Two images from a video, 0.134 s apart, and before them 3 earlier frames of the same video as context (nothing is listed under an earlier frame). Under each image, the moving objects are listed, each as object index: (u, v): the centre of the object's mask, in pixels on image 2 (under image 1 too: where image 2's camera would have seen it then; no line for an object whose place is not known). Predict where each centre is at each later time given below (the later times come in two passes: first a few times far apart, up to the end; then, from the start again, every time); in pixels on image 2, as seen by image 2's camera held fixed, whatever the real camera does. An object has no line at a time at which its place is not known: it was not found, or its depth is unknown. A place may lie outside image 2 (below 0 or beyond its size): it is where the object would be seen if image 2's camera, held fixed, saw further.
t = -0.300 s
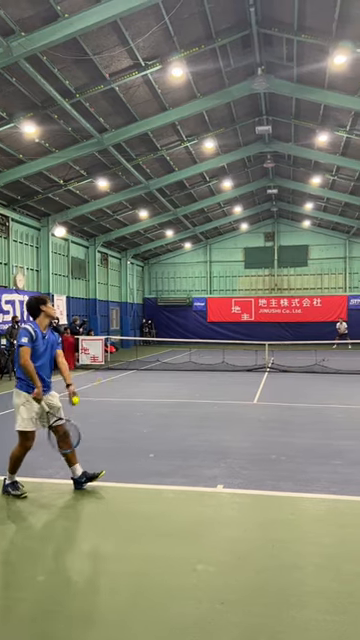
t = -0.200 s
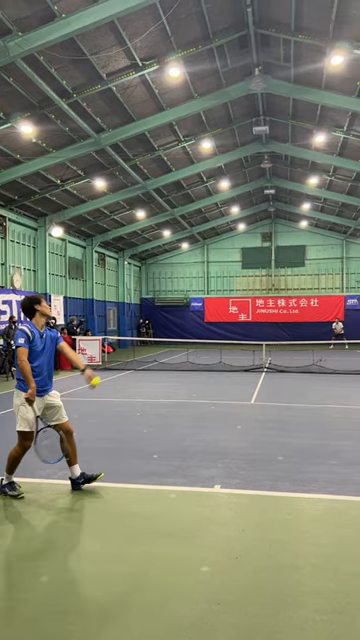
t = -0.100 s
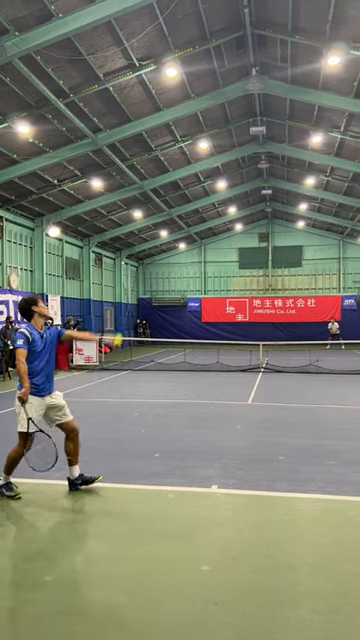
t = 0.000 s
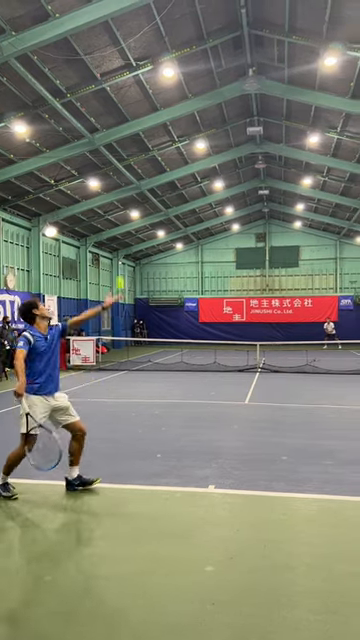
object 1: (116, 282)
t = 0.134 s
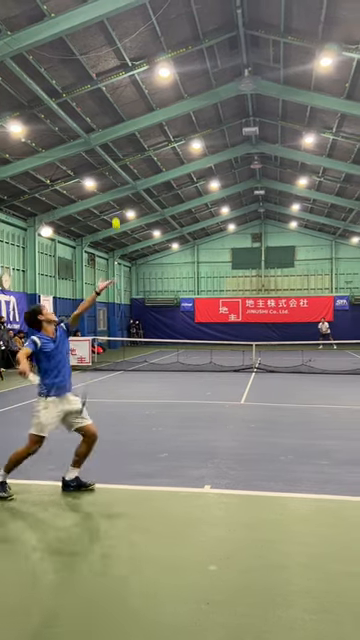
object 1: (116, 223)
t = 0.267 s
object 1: (116, 185)
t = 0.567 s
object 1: (118, 169)
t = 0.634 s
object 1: (118, 178)
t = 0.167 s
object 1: (116, 211)
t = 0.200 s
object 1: (116, 201)
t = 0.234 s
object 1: (116, 192)
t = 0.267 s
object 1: (116, 185)
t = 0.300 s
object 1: (116, 179)
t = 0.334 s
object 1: (116, 173)
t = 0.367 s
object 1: (117, 170)
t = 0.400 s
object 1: (116, 167)
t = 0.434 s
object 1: (117, 165)
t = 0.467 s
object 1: (117, 165)
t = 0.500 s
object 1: (117, 165)
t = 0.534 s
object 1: (118, 167)
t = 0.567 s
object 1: (118, 169)
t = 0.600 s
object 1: (118, 173)
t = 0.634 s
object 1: (118, 178)
